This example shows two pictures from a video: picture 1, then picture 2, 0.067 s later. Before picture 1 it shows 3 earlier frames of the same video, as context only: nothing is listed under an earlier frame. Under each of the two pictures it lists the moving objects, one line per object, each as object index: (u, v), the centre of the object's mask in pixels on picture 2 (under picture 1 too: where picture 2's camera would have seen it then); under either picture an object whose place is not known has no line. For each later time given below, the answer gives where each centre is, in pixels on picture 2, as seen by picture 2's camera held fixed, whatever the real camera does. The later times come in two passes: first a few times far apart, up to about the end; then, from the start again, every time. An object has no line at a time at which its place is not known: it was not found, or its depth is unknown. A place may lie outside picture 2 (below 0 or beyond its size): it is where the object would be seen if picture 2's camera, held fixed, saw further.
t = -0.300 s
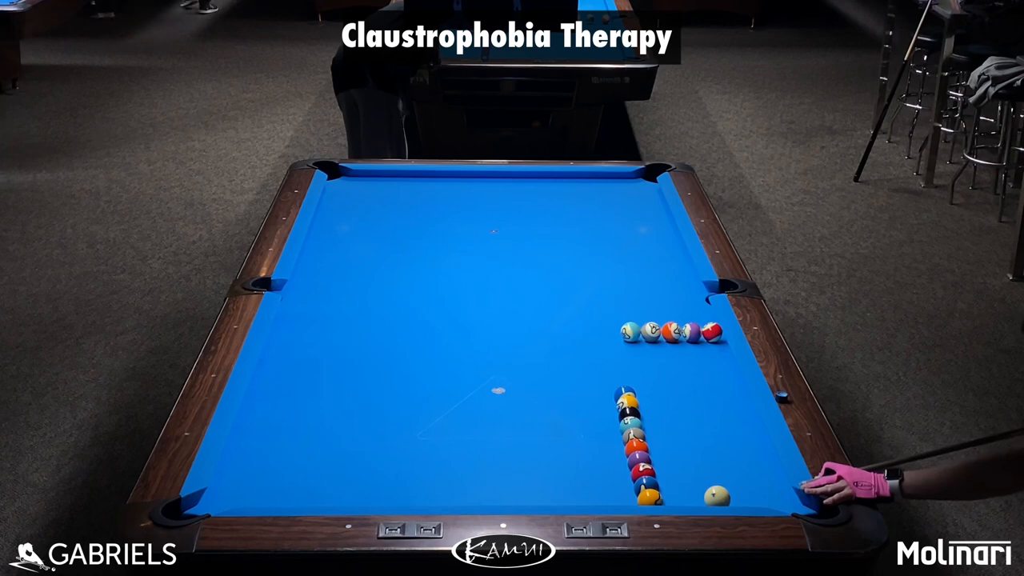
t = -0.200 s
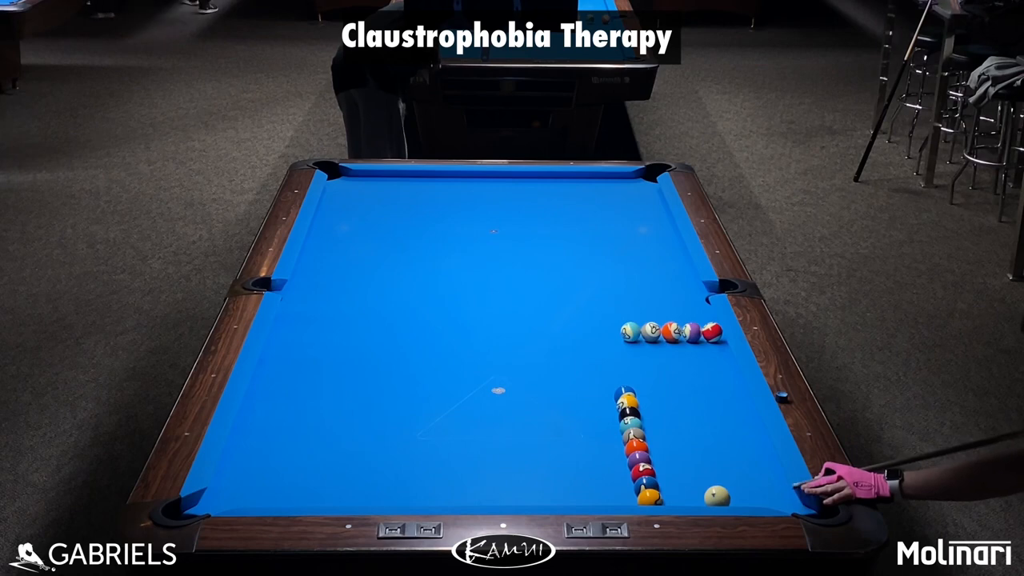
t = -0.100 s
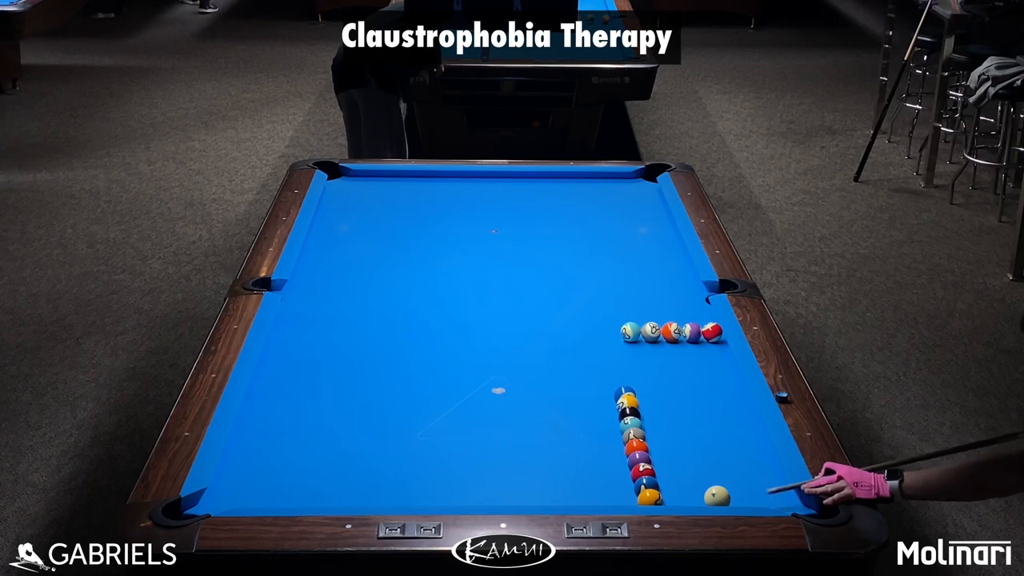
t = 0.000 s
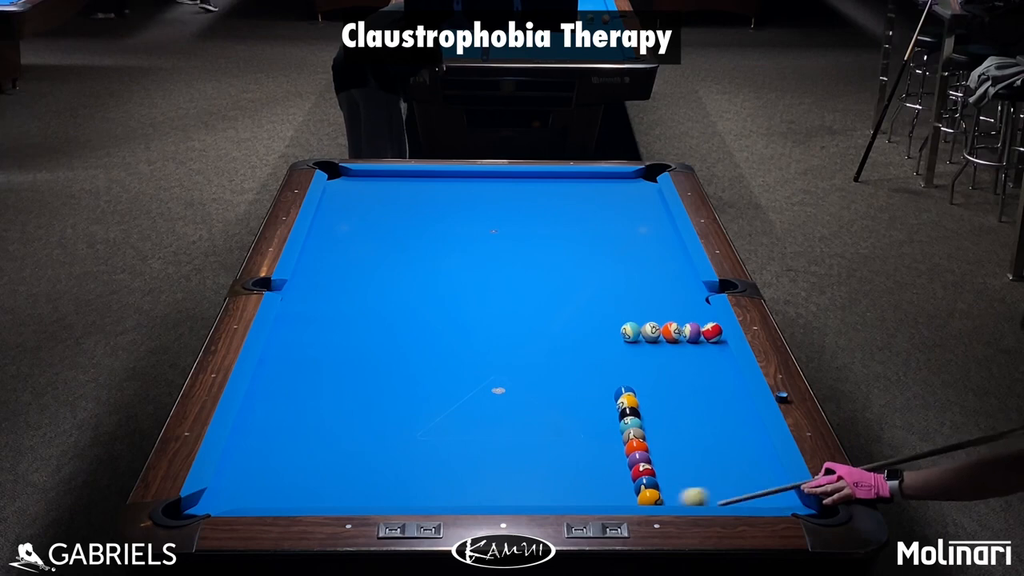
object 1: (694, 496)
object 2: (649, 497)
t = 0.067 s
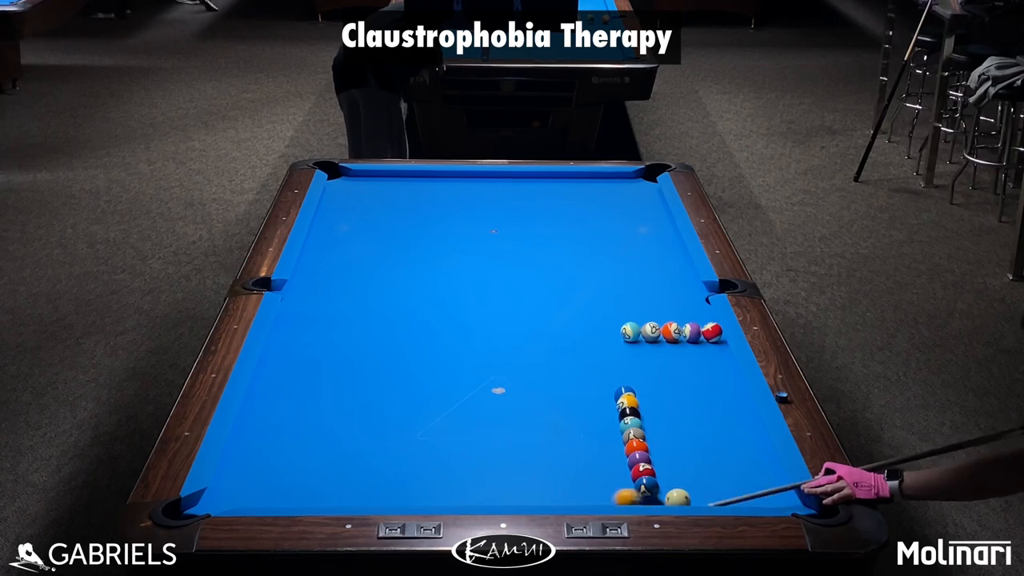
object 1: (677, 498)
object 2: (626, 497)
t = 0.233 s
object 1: (684, 496)
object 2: (549, 496)
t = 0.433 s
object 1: (691, 493)
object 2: (460, 496)
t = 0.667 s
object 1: (697, 490)
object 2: (358, 496)
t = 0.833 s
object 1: (701, 487)
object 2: (286, 496)
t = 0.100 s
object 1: (679, 497)
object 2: (609, 497)
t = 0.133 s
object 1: (680, 497)
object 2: (594, 496)
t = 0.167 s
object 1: (681, 496)
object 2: (578, 496)
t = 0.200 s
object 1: (683, 496)
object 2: (563, 496)
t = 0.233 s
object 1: (684, 496)
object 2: (549, 496)
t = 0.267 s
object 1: (685, 495)
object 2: (533, 496)
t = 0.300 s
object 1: (686, 495)
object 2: (519, 496)
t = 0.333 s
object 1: (688, 494)
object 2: (504, 496)
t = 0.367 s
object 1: (689, 494)
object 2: (489, 496)
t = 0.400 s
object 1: (690, 493)
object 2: (474, 496)
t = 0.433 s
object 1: (691, 493)
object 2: (460, 496)
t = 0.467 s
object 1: (692, 493)
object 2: (445, 496)
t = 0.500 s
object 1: (693, 493)
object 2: (431, 496)
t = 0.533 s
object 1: (694, 492)
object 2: (416, 496)
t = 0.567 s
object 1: (695, 492)
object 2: (401, 496)
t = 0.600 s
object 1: (696, 492)
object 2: (387, 495)
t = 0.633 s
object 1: (696, 490)
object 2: (372, 496)
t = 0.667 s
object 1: (697, 490)
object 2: (358, 496)
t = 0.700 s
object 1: (698, 489)
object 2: (344, 496)
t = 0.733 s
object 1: (699, 489)
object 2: (329, 496)
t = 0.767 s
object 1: (700, 488)
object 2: (314, 496)
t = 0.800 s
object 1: (701, 488)
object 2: (300, 496)
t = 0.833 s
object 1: (701, 487)
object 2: (286, 496)
